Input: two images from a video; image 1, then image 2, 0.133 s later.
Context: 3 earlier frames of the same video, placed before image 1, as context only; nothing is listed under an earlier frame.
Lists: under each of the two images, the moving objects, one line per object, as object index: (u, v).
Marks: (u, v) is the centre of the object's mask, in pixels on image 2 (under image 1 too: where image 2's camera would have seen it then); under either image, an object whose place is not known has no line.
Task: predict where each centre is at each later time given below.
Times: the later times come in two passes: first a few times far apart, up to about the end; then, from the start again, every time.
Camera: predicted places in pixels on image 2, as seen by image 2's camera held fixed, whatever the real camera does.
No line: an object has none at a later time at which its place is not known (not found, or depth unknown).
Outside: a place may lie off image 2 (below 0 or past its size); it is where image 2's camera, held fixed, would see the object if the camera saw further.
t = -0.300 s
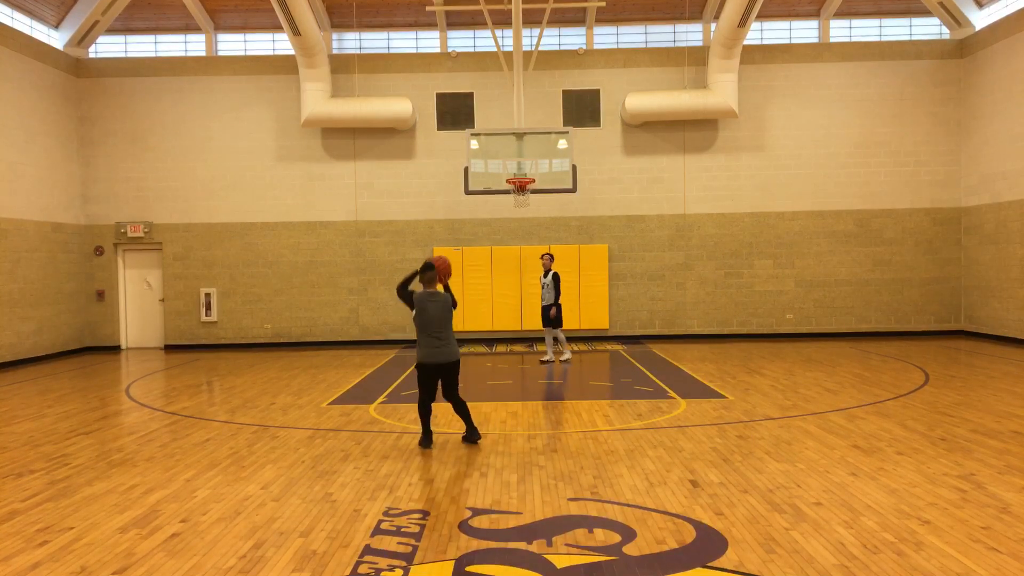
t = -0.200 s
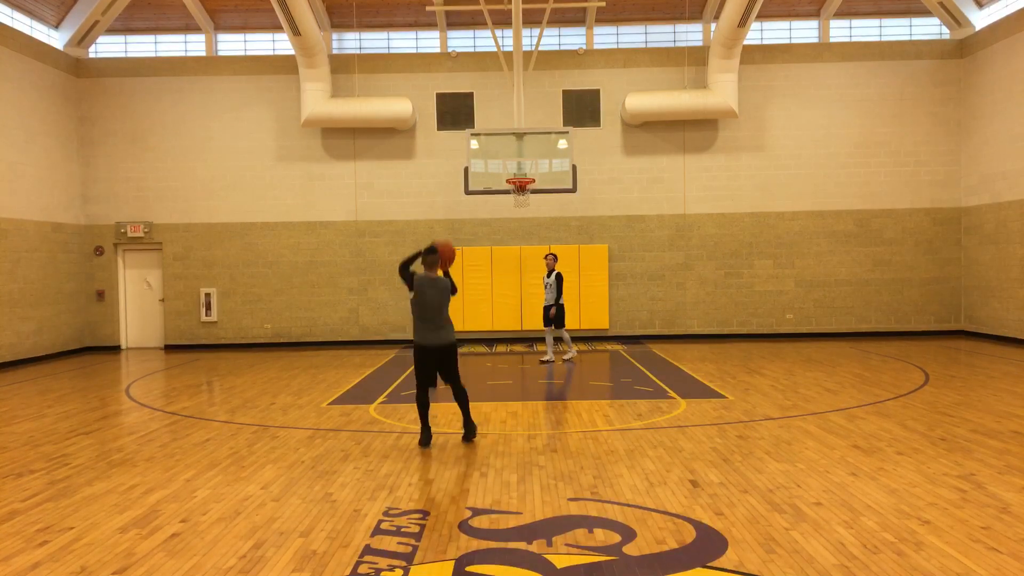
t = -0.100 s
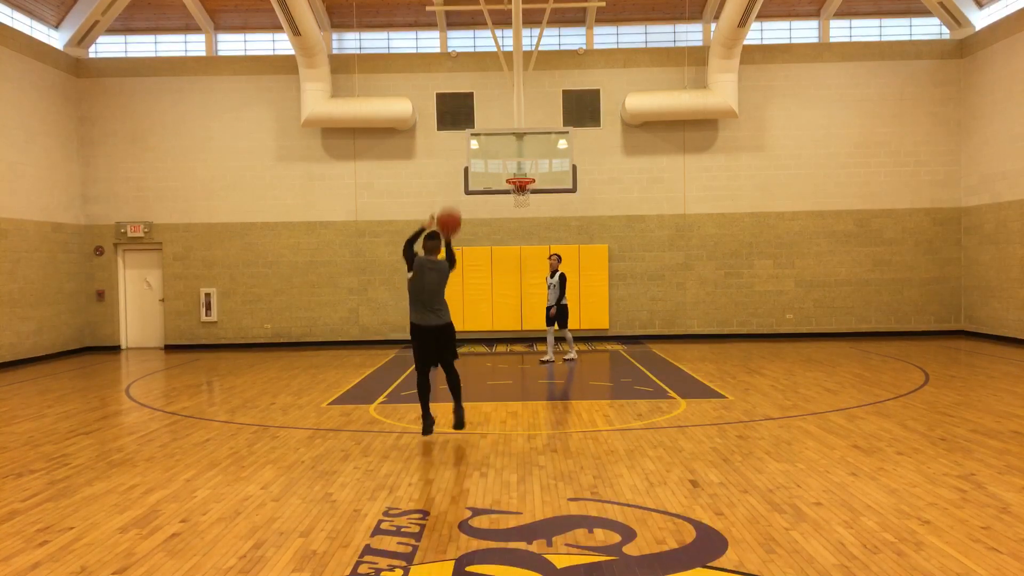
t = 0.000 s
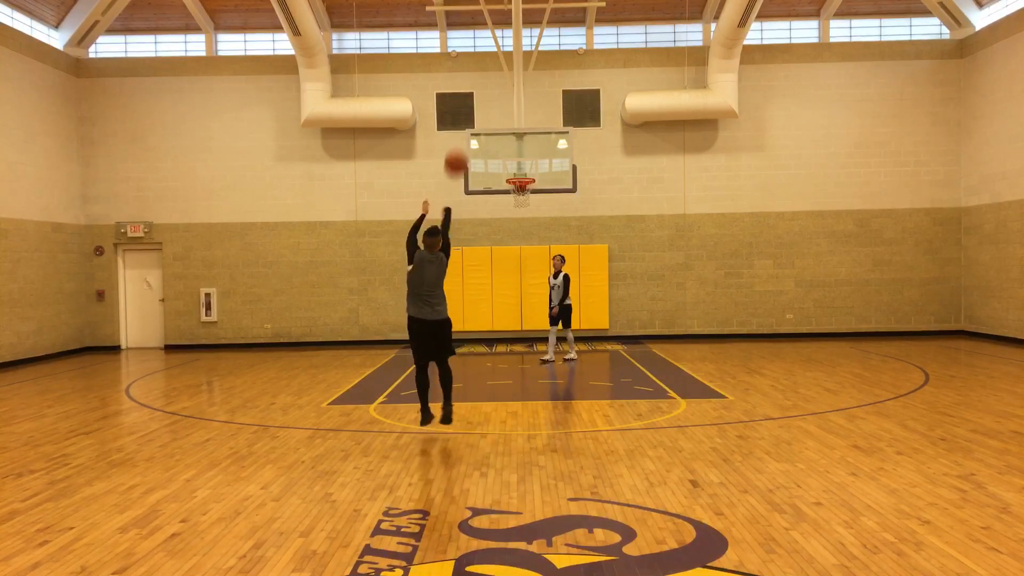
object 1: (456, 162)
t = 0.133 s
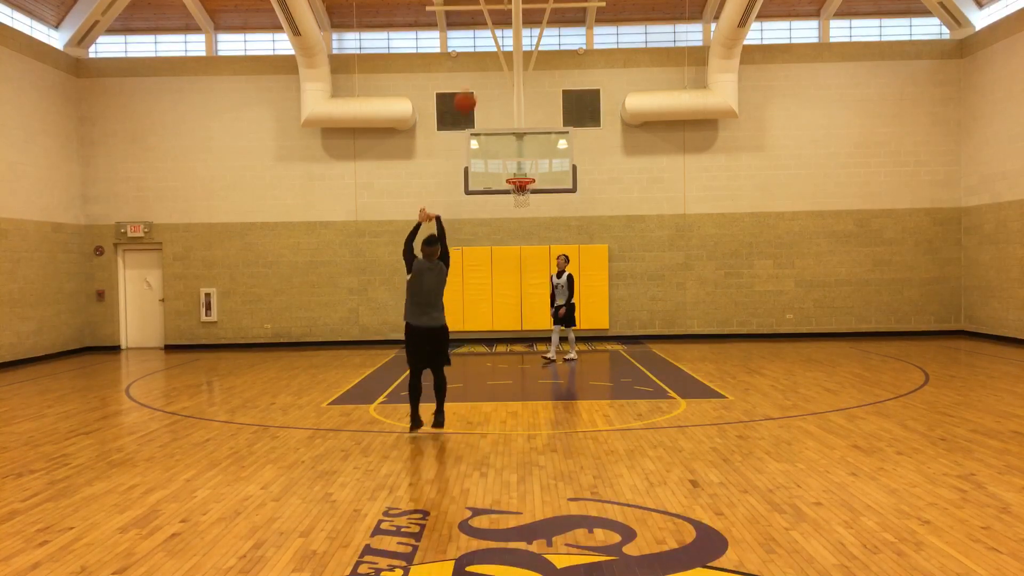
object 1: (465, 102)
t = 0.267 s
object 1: (473, 63)
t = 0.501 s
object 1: (486, 38)
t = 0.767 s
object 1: (499, 61)
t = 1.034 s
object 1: (511, 122)
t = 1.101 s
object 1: (514, 143)
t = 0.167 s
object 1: (467, 89)
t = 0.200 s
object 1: (469, 80)
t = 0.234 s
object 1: (471, 71)
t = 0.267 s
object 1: (473, 63)
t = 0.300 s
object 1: (475, 56)
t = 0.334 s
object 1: (477, 51)
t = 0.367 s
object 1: (479, 46)
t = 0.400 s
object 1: (481, 43)
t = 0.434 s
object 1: (483, 40)
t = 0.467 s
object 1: (485, 39)
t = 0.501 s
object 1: (486, 38)
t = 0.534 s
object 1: (488, 38)
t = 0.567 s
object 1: (490, 39)
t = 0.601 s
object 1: (491, 41)
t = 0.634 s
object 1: (493, 43)
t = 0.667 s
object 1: (495, 47)
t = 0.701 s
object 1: (496, 51)
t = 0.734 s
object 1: (498, 56)
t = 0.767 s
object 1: (499, 61)
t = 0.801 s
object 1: (501, 67)
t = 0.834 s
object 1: (502, 73)
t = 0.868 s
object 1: (504, 80)
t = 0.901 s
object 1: (505, 87)
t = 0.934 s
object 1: (507, 95)
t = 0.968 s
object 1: (508, 104)
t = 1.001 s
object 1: (509, 113)
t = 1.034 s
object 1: (511, 122)
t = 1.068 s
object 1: (513, 133)
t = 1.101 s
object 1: (514, 143)
